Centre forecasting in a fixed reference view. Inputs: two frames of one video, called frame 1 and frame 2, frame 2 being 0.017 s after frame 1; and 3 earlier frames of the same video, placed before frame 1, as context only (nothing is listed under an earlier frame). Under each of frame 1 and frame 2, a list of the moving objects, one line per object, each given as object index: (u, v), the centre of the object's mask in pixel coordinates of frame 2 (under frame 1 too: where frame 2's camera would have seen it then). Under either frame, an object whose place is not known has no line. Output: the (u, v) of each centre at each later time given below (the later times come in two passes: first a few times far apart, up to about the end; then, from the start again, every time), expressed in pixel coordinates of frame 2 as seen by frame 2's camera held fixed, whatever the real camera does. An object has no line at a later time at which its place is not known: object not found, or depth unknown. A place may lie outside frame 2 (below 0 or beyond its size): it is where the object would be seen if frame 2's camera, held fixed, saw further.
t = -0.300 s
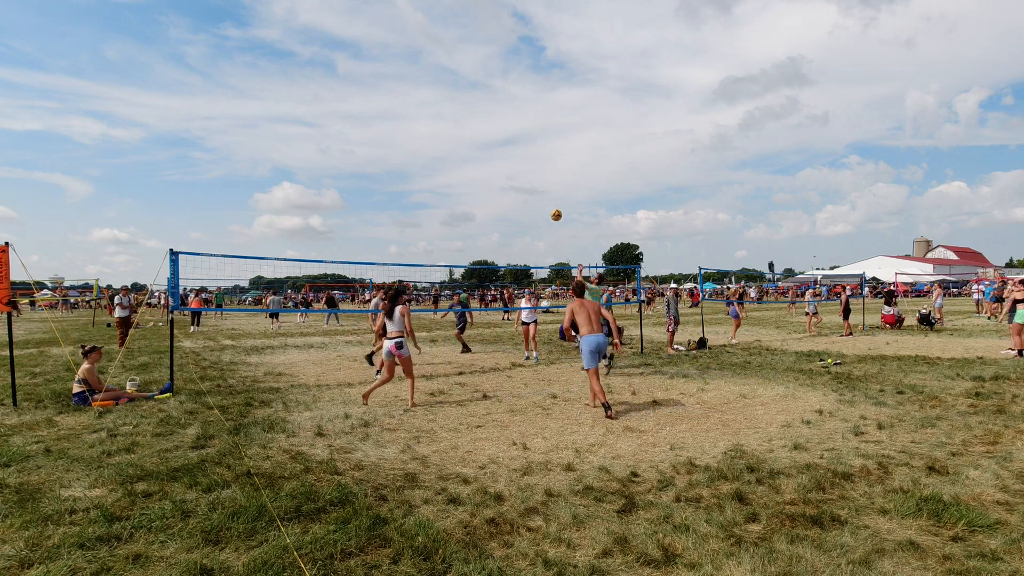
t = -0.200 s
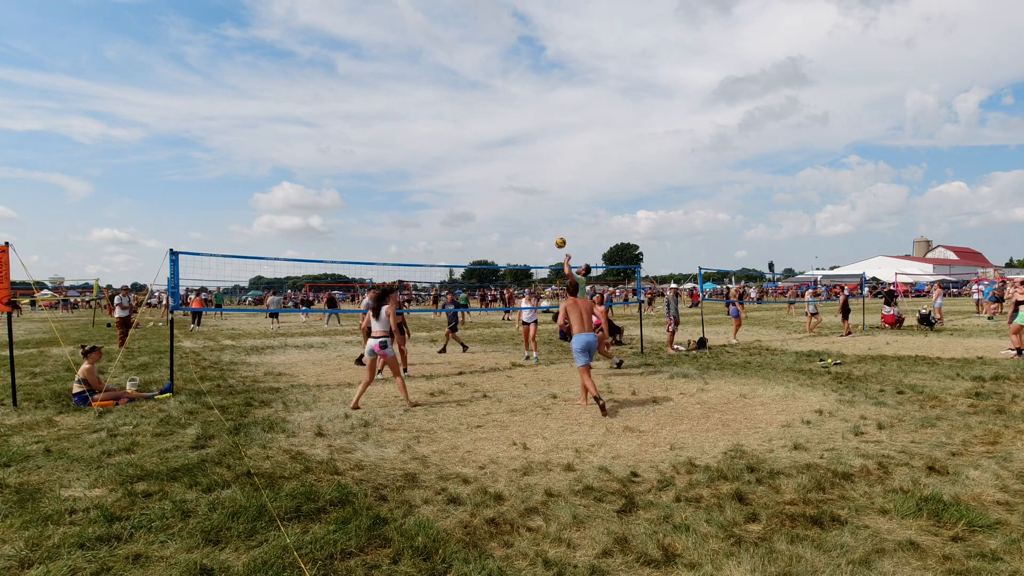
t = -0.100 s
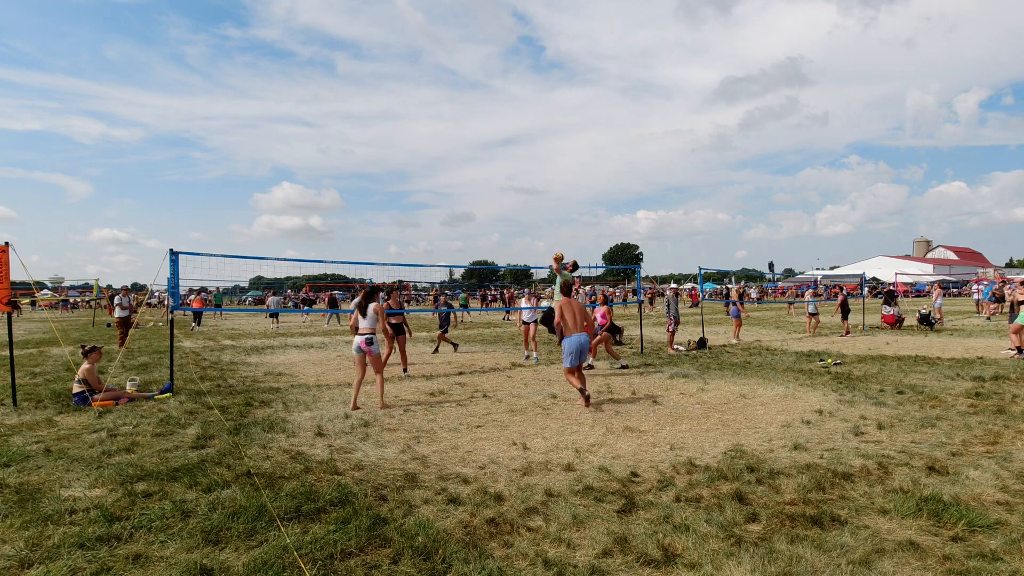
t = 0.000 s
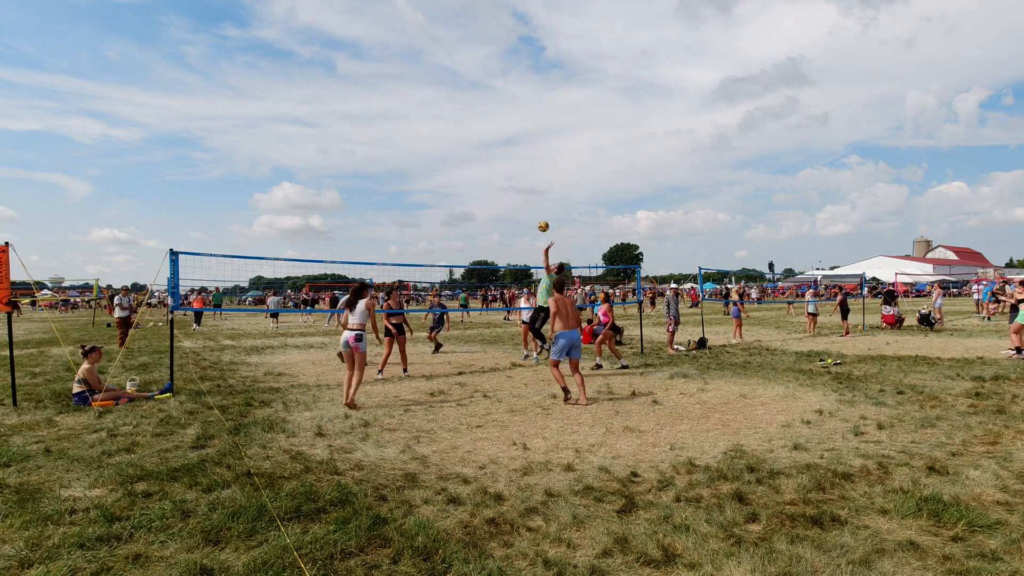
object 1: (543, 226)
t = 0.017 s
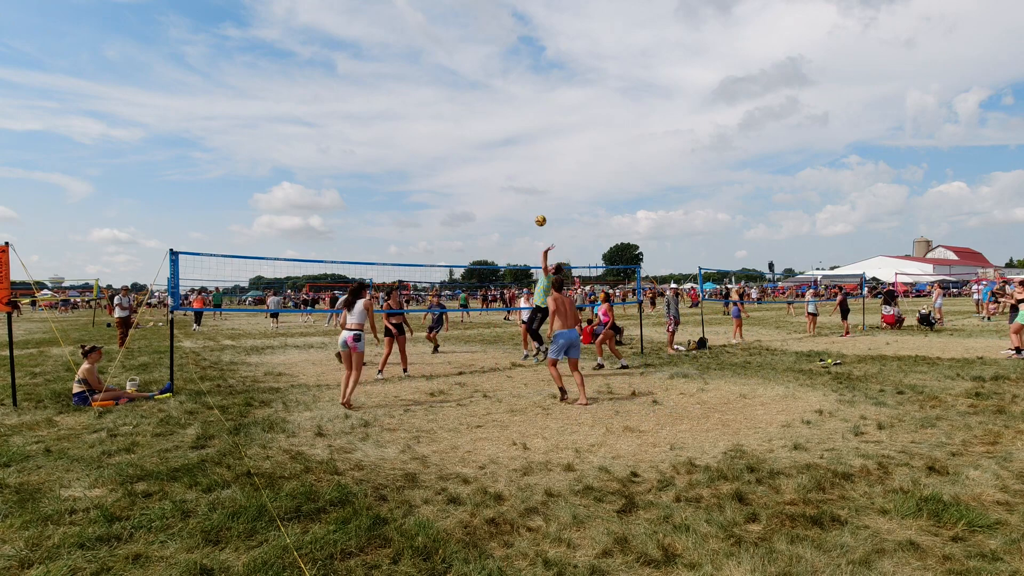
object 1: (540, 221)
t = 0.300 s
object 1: (493, 147)
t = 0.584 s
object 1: (445, 118)
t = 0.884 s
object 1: (394, 134)
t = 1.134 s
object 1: (352, 185)
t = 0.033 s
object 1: (538, 215)
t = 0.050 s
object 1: (535, 210)
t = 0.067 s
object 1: (532, 204)
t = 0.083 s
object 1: (529, 199)
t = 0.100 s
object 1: (527, 194)
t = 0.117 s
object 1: (524, 190)
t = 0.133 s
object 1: (521, 185)
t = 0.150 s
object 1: (518, 181)
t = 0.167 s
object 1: (516, 176)
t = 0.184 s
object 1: (513, 172)
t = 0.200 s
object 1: (510, 168)
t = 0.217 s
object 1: (507, 164)
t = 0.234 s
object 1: (505, 160)
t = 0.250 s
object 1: (502, 157)
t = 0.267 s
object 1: (499, 153)
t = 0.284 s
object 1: (496, 150)
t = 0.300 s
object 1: (493, 147)
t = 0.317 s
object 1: (491, 144)
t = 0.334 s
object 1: (488, 141)
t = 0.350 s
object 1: (485, 139)
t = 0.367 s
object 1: (482, 136)
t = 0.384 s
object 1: (479, 134)
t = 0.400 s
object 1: (476, 132)
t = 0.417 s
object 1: (474, 130)
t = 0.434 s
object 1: (471, 128)
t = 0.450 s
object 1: (468, 126)
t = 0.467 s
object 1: (465, 125)
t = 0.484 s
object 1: (462, 123)
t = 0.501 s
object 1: (460, 122)
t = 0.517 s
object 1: (457, 121)
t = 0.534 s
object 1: (454, 120)
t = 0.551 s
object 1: (451, 119)
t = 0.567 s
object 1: (448, 118)
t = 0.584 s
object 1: (445, 118)
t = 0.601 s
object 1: (443, 117)
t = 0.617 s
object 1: (440, 117)
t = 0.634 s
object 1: (437, 117)
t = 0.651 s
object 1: (434, 117)
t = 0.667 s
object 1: (431, 117)
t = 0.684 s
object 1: (428, 117)
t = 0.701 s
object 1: (425, 118)
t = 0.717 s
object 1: (423, 118)
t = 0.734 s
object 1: (420, 119)
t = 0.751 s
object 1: (417, 120)
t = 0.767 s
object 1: (414, 121)
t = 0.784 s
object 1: (411, 123)
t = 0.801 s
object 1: (408, 124)
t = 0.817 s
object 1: (406, 126)
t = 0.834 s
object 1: (403, 127)
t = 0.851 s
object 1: (400, 129)
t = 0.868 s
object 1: (397, 131)
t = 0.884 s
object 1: (394, 134)
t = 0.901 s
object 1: (391, 136)
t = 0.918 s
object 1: (389, 138)
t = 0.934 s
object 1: (386, 141)
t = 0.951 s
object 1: (383, 144)
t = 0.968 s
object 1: (380, 147)
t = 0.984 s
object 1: (377, 150)
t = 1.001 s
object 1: (374, 153)
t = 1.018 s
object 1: (371, 156)
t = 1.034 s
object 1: (369, 160)
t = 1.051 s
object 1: (366, 164)
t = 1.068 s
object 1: (363, 168)
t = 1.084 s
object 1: (360, 172)
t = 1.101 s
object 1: (357, 176)
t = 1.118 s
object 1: (354, 180)
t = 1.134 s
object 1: (352, 185)
